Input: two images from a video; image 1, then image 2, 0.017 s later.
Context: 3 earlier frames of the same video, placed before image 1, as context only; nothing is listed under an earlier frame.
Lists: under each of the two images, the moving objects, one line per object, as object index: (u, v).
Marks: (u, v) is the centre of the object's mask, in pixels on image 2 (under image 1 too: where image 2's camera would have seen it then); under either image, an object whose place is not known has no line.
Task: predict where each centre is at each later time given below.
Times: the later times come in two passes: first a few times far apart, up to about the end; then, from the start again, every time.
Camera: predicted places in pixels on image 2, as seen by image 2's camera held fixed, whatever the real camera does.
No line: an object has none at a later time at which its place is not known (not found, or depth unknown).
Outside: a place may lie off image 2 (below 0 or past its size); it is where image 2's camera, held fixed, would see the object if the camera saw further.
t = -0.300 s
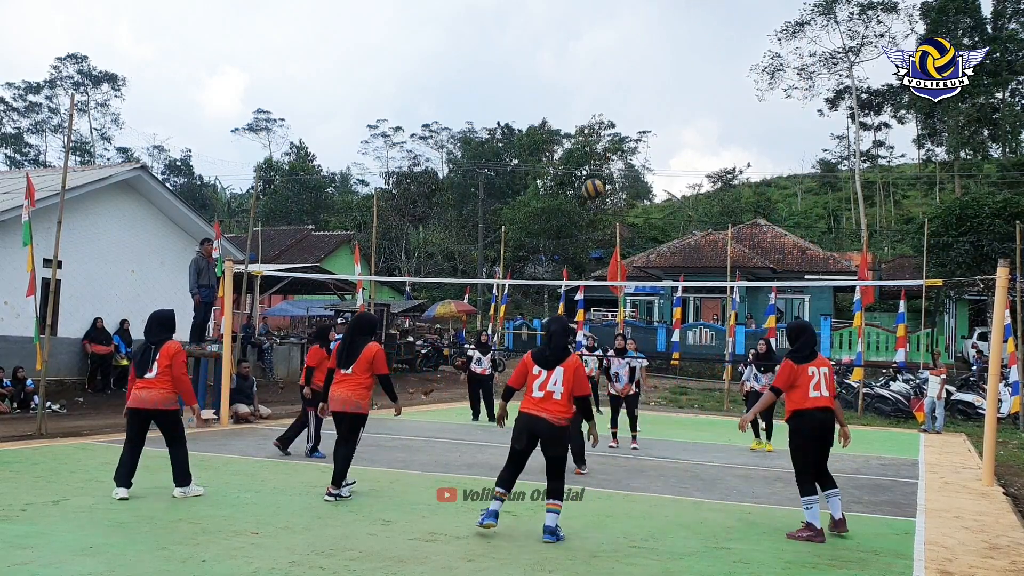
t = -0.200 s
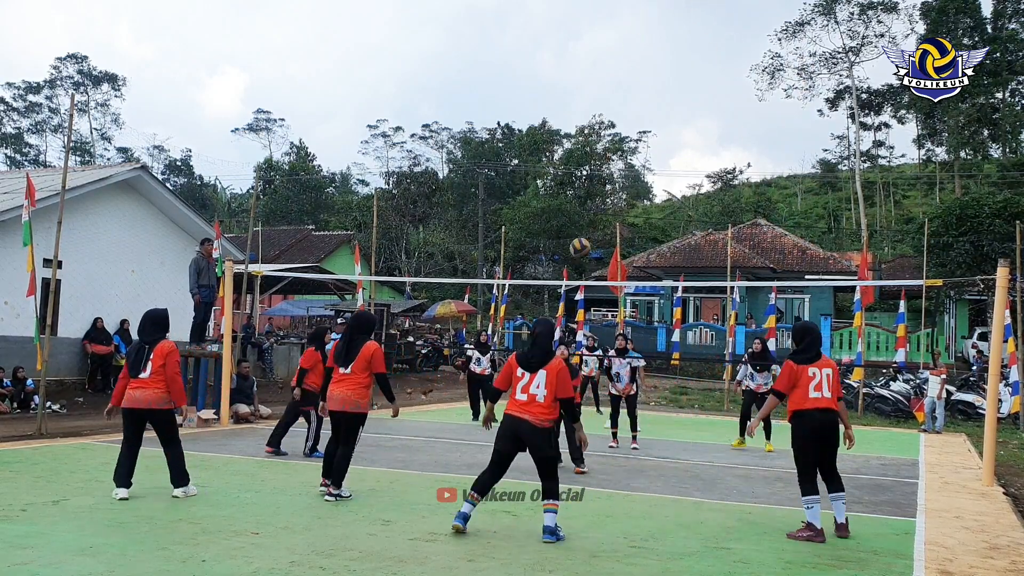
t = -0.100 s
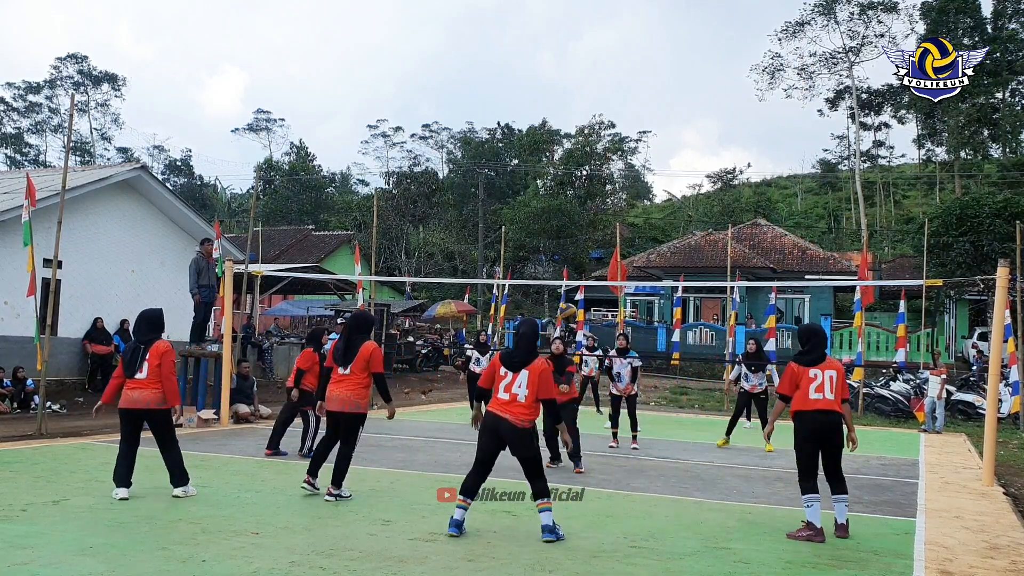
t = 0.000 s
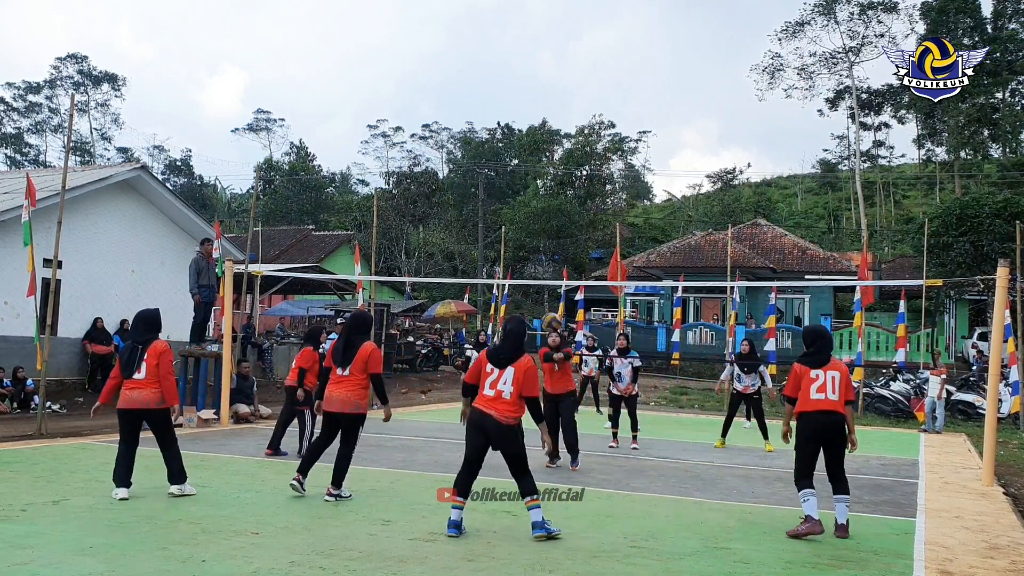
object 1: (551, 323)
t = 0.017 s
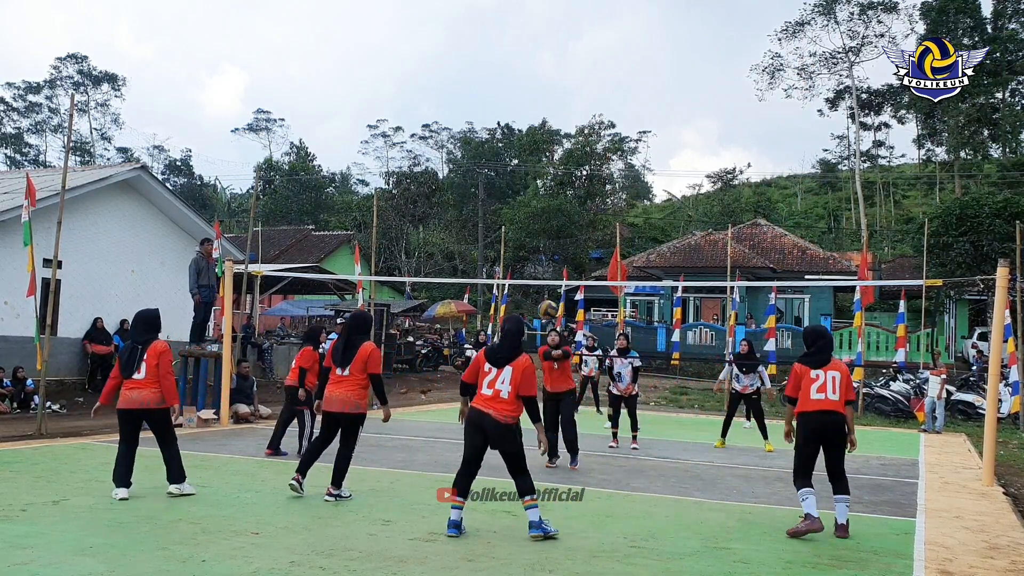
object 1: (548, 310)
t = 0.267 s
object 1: (495, 162)
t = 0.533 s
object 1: (439, 77)
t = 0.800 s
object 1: (383, 57)
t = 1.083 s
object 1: (324, 103)
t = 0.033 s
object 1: (544, 298)
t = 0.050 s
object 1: (541, 286)
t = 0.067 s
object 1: (537, 275)
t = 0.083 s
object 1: (534, 264)
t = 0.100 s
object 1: (531, 253)
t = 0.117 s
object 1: (527, 243)
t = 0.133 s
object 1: (523, 233)
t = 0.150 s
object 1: (520, 222)
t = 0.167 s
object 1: (517, 213)
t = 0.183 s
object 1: (513, 204)
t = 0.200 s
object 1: (510, 196)
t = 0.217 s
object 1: (506, 187)
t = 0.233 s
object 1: (502, 178)
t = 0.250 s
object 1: (499, 170)
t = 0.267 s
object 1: (495, 162)
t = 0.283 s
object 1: (492, 155)
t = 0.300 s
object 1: (488, 148)
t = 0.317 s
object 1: (485, 141)
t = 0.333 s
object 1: (481, 135)
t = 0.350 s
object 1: (478, 128)
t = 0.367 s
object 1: (474, 123)
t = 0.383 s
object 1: (471, 117)
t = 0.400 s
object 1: (467, 111)
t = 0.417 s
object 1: (464, 106)
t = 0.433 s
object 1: (460, 101)
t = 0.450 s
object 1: (457, 96)
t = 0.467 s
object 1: (453, 92)
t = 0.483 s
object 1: (450, 88)
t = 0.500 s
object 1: (446, 84)
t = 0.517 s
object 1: (443, 80)
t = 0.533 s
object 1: (439, 77)
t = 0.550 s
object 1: (436, 74)
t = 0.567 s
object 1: (432, 71)
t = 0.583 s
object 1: (429, 68)
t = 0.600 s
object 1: (425, 66)
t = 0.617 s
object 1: (422, 64)
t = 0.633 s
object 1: (418, 62)
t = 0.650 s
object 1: (415, 60)
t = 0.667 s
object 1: (411, 59)
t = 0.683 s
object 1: (408, 58)
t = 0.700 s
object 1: (404, 57)
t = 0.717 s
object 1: (401, 57)
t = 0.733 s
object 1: (397, 56)
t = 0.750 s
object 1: (394, 56)
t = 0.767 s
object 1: (390, 56)
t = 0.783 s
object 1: (387, 57)
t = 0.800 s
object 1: (383, 57)
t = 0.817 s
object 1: (380, 58)
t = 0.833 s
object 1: (376, 59)
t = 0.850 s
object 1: (373, 60)
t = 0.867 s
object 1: (369, 62)
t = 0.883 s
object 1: (366, 64)
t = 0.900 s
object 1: (362, 66)
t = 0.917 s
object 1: (359, 68)
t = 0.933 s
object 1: (355, 70)
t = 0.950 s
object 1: (352, 73)
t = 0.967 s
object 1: (348, 76)
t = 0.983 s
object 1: (345, 79)
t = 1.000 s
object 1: (342, 83)
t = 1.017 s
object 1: (338, 86)
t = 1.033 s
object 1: (335, 90)
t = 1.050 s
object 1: (331, 94)
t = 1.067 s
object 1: (328, 98)
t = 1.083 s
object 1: (324, 103)
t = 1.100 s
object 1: (321, 108)
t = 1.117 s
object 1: (318, 112)
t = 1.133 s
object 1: (314, 117)
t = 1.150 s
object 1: (311, 123)
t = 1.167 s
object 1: (308, 128)
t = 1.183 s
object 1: (304, 134)
